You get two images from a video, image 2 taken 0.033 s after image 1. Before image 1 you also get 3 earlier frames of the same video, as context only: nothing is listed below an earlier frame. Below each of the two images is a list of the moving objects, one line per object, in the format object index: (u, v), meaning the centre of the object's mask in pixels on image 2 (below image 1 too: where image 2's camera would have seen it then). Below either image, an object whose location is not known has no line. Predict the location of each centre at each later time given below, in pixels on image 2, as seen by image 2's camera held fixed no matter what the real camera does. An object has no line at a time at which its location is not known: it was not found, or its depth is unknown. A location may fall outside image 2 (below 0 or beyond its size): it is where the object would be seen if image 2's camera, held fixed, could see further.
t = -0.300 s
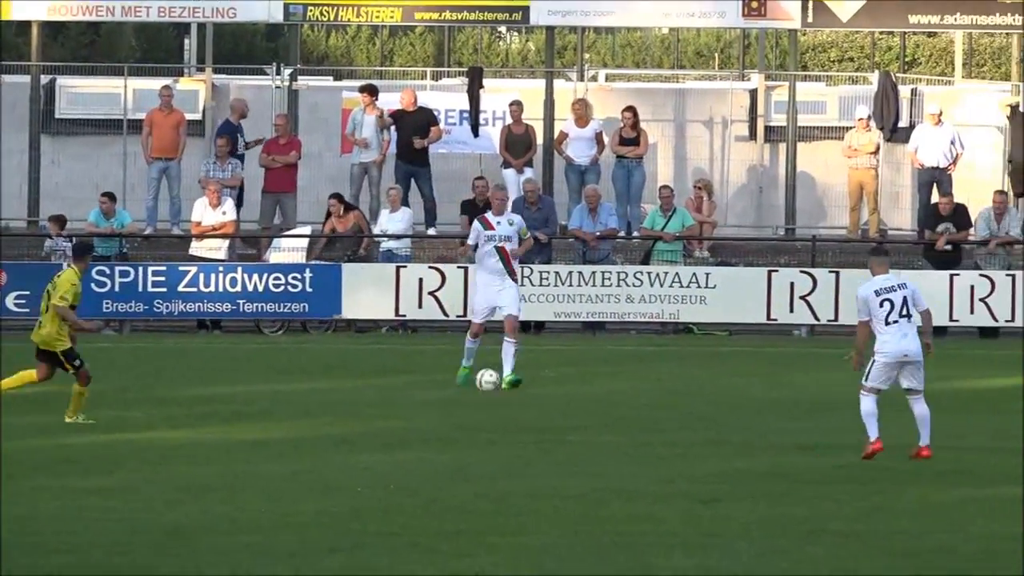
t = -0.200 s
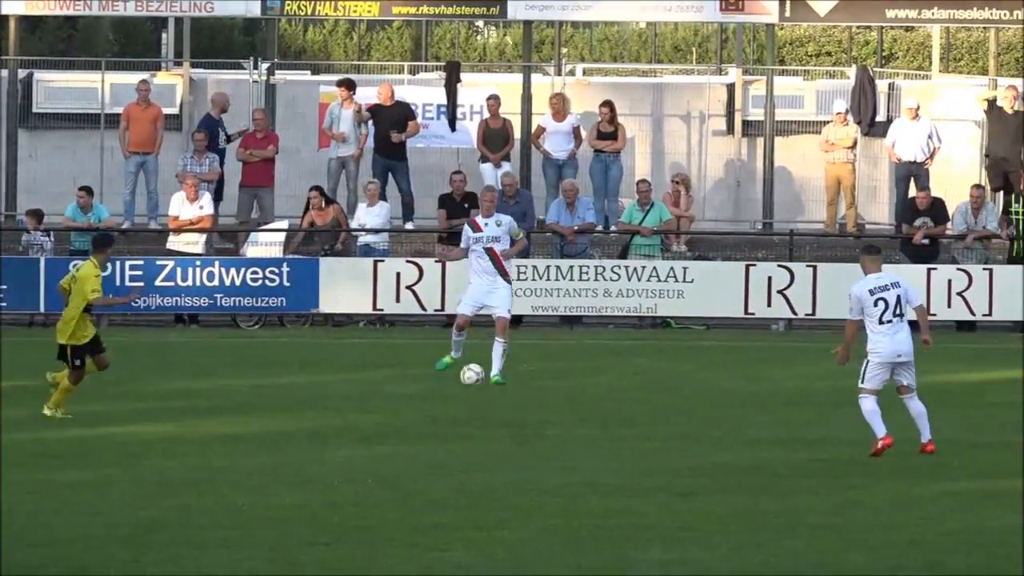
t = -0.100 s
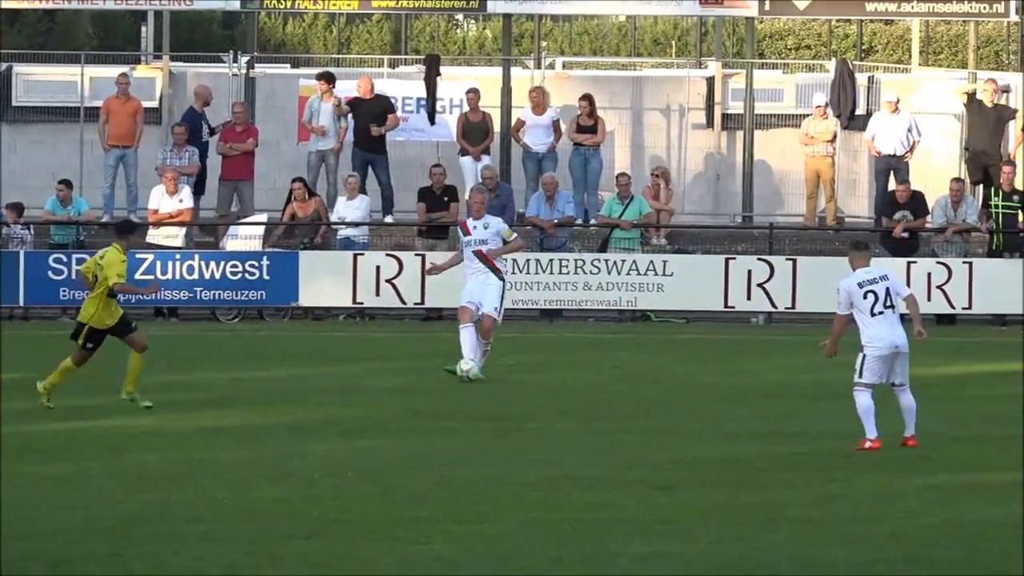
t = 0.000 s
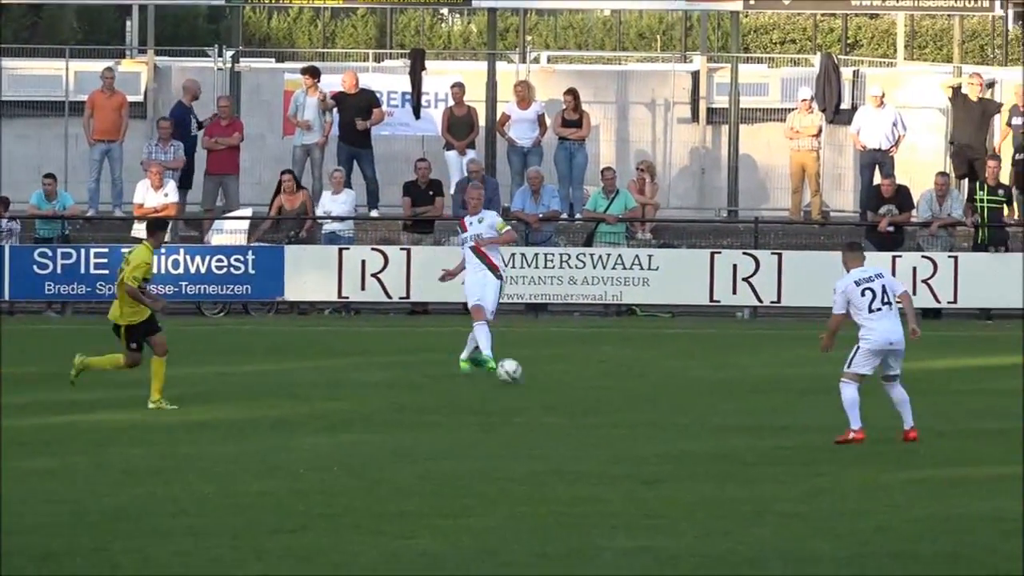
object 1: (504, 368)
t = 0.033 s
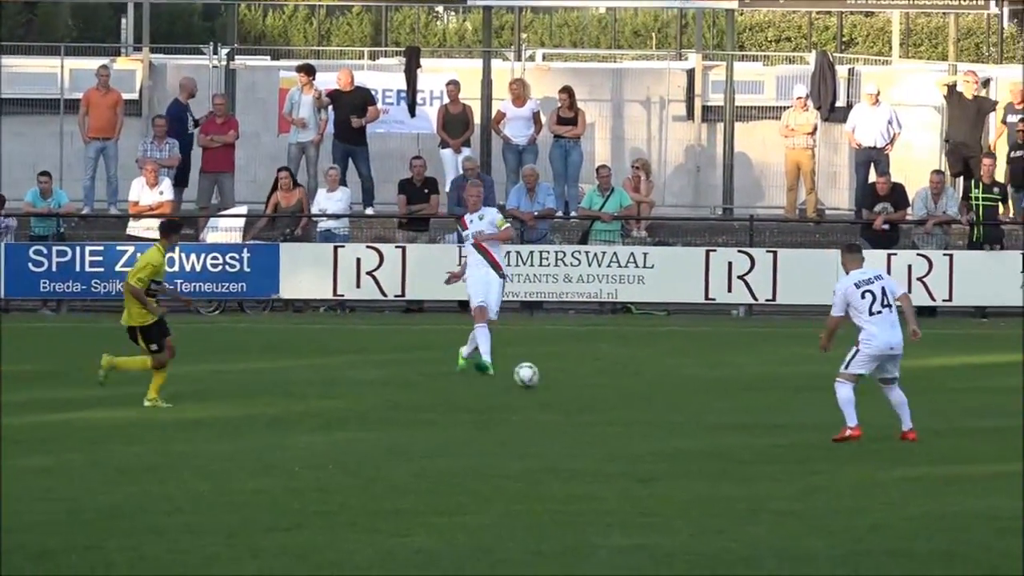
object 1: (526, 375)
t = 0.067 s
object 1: (537, 378)
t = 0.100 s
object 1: (559, 383)
